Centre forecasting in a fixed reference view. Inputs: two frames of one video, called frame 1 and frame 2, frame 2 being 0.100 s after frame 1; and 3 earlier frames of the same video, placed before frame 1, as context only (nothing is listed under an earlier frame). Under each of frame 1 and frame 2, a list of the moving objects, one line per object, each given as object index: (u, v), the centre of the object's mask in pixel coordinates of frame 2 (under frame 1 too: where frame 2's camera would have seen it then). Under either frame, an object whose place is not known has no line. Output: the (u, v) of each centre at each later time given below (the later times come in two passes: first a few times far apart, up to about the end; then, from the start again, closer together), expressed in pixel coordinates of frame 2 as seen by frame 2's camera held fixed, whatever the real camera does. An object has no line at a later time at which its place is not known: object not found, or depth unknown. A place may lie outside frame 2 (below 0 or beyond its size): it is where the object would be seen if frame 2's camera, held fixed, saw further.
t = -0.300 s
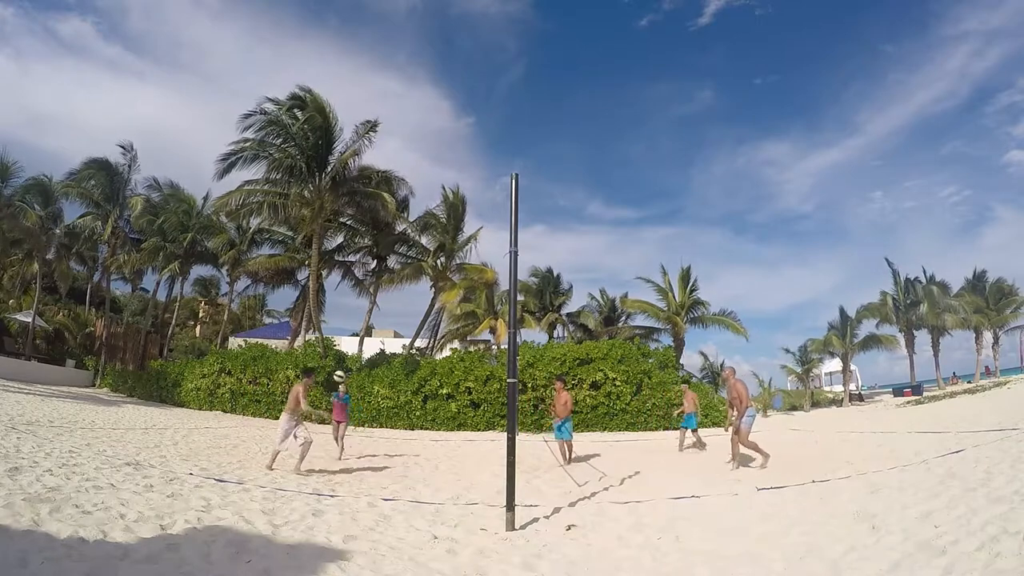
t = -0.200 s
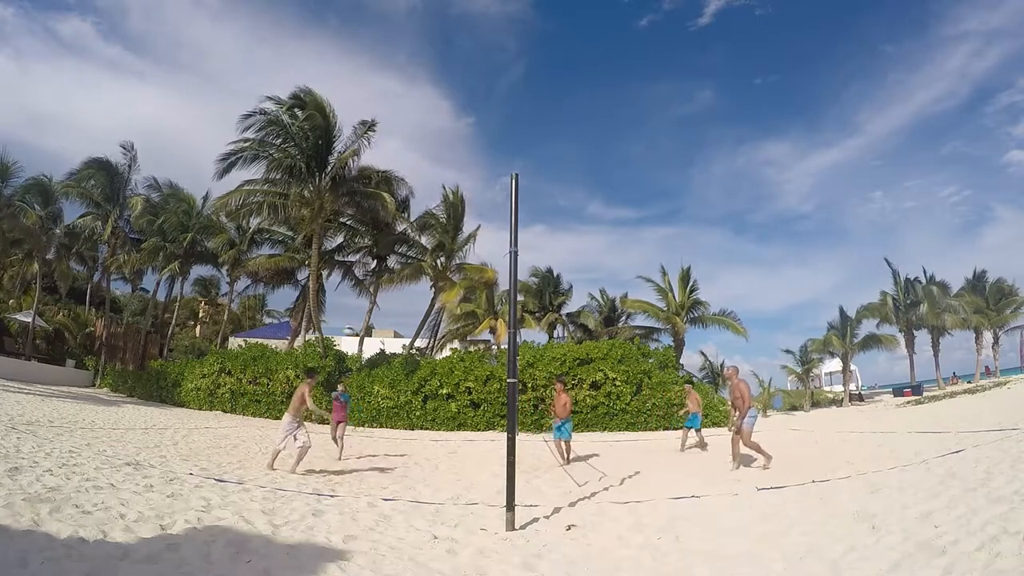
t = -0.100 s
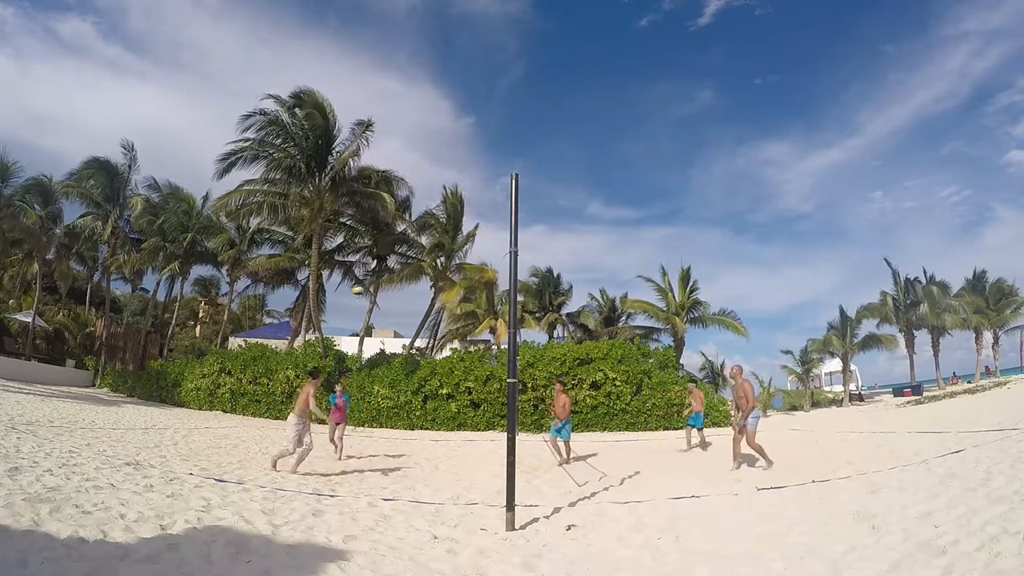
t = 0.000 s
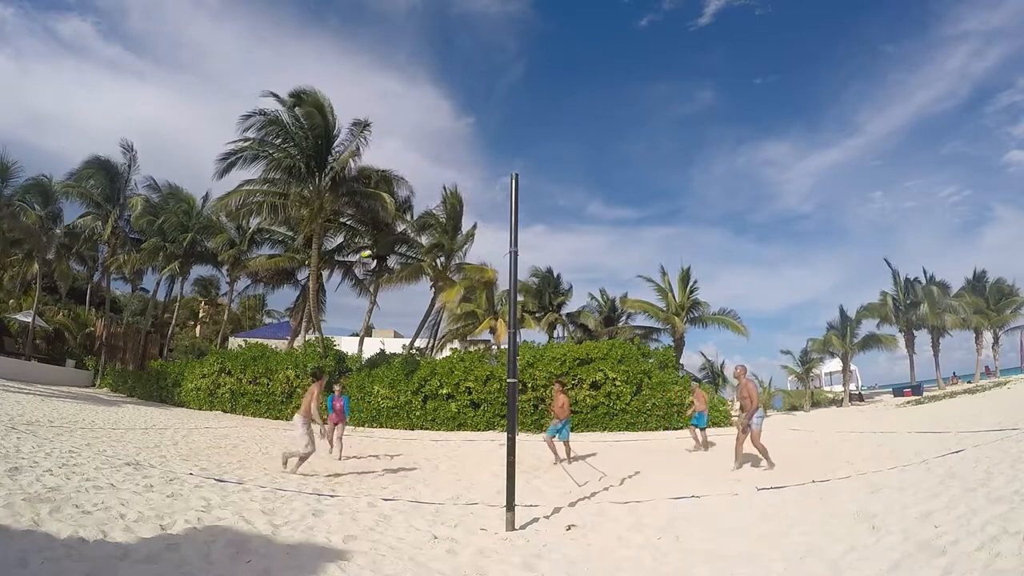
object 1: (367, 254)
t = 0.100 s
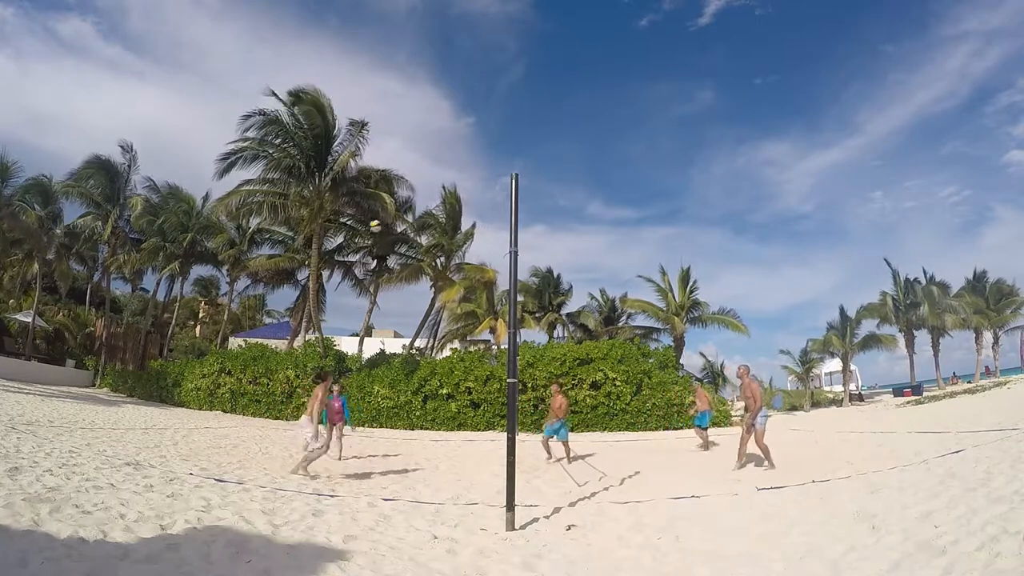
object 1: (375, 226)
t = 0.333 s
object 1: (392, 174)
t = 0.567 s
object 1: (407, 148)
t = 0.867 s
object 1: (422, 150)
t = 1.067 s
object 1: (430, 178)
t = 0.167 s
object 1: (380, 209)
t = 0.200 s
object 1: (384, 201)
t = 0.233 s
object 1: (386, 193)
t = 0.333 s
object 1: (392, 174)
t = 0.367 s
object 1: (395, 170)
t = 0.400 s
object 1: (398, 165)
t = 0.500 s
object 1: (403, 154)
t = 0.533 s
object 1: (405, 151)
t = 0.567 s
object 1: (407, 148)
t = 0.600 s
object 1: (409, 146)
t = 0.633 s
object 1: (411, 145)
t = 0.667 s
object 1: (412, 144)
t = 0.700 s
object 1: (415, 144)
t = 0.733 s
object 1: (416, 144)
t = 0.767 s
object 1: (417, 145)
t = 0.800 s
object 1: (419, 146)
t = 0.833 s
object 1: (420, 148)
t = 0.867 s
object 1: (422, 150)
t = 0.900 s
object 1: (424, 153)
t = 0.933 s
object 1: (425, 157)
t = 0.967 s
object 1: (426, 161)
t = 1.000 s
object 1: (428, 166)
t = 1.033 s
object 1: (429, 172)
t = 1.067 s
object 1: (430, 178)
